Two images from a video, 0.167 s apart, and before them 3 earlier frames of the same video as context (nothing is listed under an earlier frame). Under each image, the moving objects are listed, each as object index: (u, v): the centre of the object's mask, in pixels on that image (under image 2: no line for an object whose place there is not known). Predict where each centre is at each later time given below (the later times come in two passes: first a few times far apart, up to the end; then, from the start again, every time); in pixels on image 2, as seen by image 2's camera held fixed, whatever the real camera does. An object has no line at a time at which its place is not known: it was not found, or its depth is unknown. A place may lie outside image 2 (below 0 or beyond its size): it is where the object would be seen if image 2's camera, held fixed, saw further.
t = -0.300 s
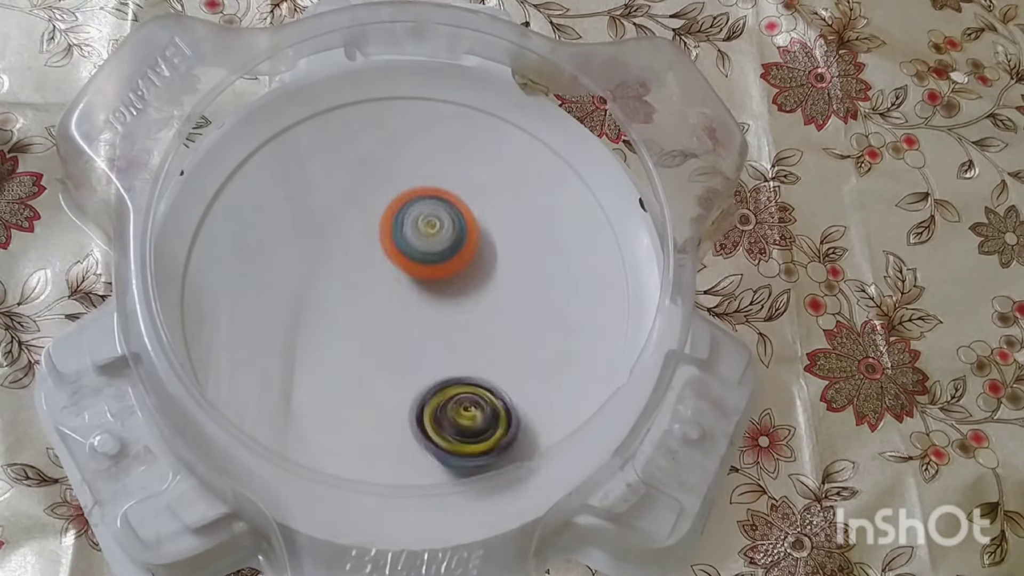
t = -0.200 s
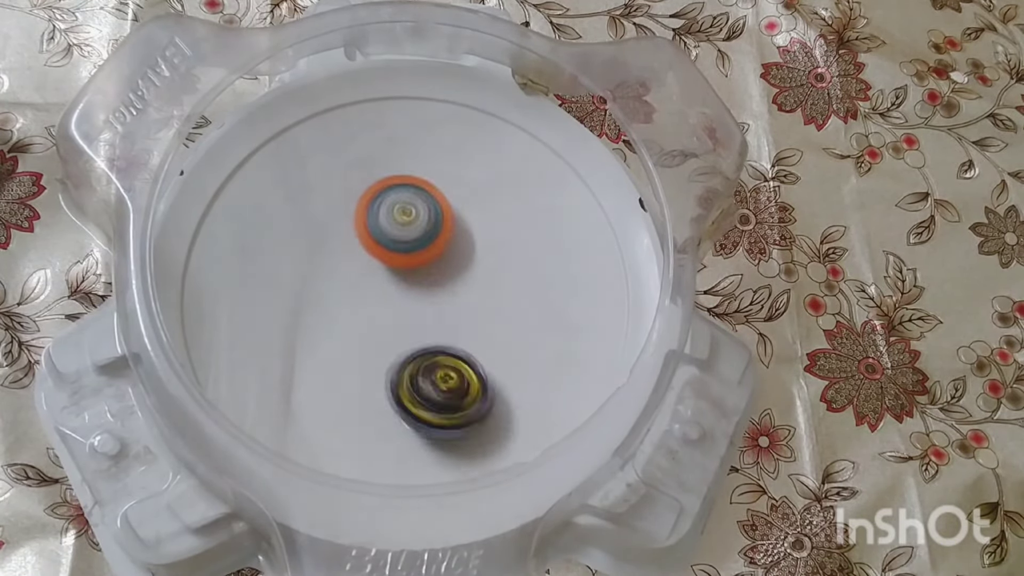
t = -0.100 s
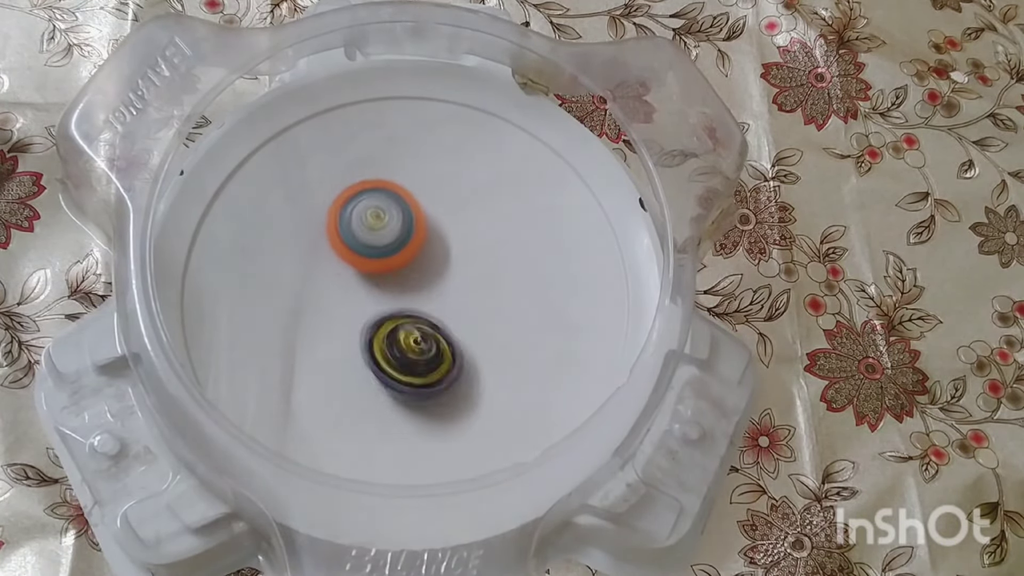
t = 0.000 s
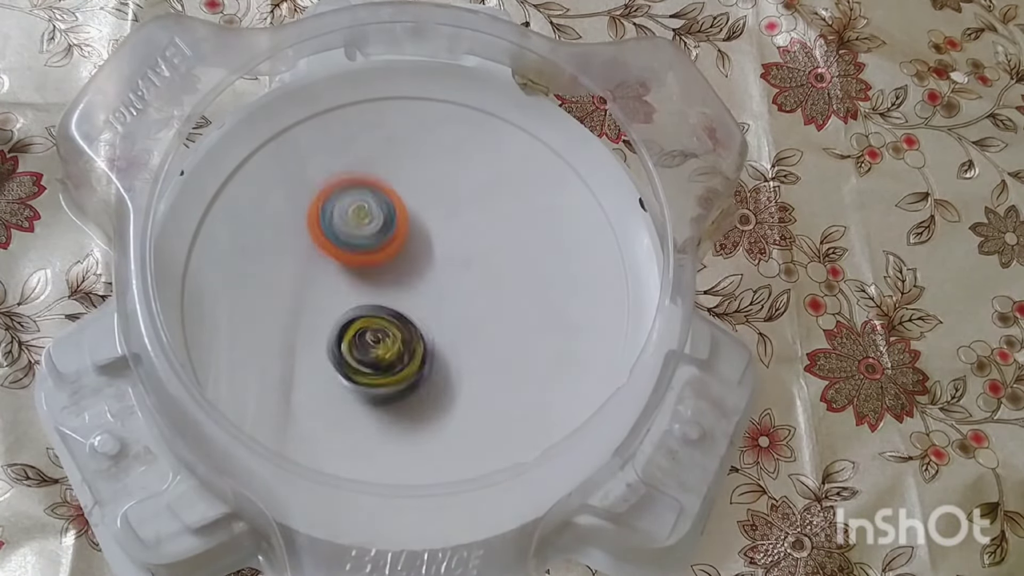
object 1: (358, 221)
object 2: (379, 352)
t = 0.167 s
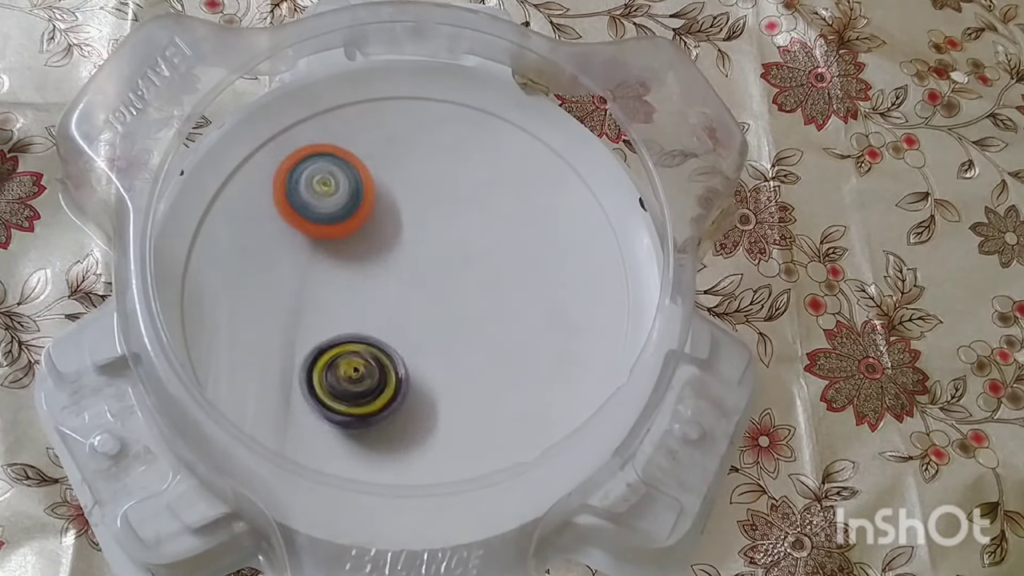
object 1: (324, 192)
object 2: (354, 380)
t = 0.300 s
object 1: (307, 218)
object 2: (348, 373)
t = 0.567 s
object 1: (391, 273)
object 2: (330, 390)
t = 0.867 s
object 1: (583, 218)
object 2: (334, 438)
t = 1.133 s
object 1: (512, 193)
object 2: (375, 393)
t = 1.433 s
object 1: (444, 296)
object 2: (401, 385)
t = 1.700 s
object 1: (456, 360)
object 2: (372, 418)
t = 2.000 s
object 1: (460, 393)
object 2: (342, 397)
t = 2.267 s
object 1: (427, 375)
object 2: (322, 352)
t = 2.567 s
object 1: (414, 326)
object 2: (307, 344)
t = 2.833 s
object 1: (392, 283)
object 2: (304, 343)
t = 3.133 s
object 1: (358, 269)
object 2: (304, 343)
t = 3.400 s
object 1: (361, 277)
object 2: (307, 343)
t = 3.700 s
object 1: (396, 289)
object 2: (307, 343)
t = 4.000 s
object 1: (435, 311)
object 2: (307, 343)
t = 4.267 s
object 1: (440, 322)
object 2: (308, 343)
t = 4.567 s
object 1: (414, 334)
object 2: (304, 343)
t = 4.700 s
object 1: (409, 337)
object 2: (302, 339)
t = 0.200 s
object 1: (318, 196)
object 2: (350, 380)
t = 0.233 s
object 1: (312, 202)
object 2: (350, 378)
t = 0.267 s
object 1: (309, 209)
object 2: (348, 377)
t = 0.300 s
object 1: (307, 218)
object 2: (348, 373)
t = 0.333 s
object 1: (307, 227)
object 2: (348, 370)
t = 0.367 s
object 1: (308, 238)
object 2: (348, 365)
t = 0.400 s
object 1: (312, 248)
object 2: (350, 359)
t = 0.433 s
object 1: (318, 259)
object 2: (352, 356)
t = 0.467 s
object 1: (325, 266)
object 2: (353, 350)
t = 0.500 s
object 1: (342, 267)
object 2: (346, 355)
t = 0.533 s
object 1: (365, 268)
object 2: (337, 377)
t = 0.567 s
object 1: (391, 273)
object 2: (330, 390)
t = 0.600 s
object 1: (419, 280)
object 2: (328, 399)
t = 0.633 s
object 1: (449, 283)
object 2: (326, 412)
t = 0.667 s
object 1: (479, 282)
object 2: (328, 420)
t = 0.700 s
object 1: (505, 277)
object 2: (330, 426)
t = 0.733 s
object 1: (529, 270)
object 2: (328, 430)
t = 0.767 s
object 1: (552, 257)
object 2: (329, 433)
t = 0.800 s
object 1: (568, 243)
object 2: (332, 436)
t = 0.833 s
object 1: (578, 230)
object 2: (332, 438)
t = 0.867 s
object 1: (583, 218)
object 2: (334, 438)
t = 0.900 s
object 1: (583, 205)
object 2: (336, 438)
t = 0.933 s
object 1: (580, 196)
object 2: (338, 436)
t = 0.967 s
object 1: (573, 188)
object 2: (344, 433)
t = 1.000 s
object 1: (565, 185)
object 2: (347, 430)
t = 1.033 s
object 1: (555, 183)
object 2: (352, 420)
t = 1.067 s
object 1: (542, 183)
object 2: (361, 413)
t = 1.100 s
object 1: (528, 186)
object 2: (366, 405)
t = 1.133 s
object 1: (512, 193)
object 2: (375, 393)
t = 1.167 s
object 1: (494, 206)
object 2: (384, 386)
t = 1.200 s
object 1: (477, 221)
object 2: (390, 377)
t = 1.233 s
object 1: (458, 244)
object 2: (400, 365)
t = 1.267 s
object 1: (444, 267)
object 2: (411, 355)
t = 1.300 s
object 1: (442, 275)
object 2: (405, 365)
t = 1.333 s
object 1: (444, 279)
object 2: (399, 377)
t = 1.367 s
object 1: (443, 285)
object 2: (396, 382)
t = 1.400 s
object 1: (444, 292)
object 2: (398, 384)
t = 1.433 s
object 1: (444, 296)
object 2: (401, 385)
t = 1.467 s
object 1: (443, 302)
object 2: (406, 384)
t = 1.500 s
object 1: (445, 306)
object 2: (405, 386)
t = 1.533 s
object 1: (446, 313)
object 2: (400, 390)
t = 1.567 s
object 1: (448, 321)
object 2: (392, 397)
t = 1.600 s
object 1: (450, 333)
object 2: (381, 407)
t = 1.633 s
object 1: (452, 343)
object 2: (377, 412)
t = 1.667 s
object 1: (454, 354)
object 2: (376, 415)
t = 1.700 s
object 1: (456, 360)
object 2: (372, 418)
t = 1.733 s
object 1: (459, 368)
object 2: (365, 420)
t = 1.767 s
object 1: (462, 373)
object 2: (355, 422)
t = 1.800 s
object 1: (463, 378)
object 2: (351, 421)
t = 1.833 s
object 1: (465, 384)
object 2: (347, 417)
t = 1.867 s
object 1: (465, 386)
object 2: (347, 415)
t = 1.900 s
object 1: (464, 390)
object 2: (345, 412)
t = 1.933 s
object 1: (464, 391)
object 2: (343, 407)
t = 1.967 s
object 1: (461, 392)
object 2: (343, 402)
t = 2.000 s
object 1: (460, 393)
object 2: (342, 397)
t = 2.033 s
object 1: (456, 392)
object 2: (340, 389)
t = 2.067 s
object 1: (451, 393)
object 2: (338, 381)
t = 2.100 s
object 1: (448, 390)
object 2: (336, 372)
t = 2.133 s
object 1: (441, 389)
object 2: (334, 366)
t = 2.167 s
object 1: (438, 385)
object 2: (332, 360)
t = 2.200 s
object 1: (432, 382)
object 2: (329, 357)
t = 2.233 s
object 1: (429, 380)
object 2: (325, 354)
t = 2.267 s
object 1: (427, 375)
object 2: (322, 352)
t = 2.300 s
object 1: (427, 373)
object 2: (319, 350)
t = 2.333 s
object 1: (428, 368)
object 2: (317, 348)
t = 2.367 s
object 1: (427, 363)
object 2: (315, 347)
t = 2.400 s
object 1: (426, 355)
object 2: (314, 347)
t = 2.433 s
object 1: (422, 349)
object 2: (314, 347)
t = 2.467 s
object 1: (420, 343)
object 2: (312, 346)
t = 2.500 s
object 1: (418, 337)
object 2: (310, 346)
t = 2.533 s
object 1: (417, 331)
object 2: (309, 345)
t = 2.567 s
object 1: (414, 326)
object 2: (307, 344)
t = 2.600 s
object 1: (413, 320)
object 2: (305, 343)
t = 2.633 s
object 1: (409, 315)
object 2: (304, 343)
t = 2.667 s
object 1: (408, 309)
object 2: (304, 343)
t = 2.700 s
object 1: (404, 304)
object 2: (304, 343)
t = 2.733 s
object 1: (403, 298)
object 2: (304, 343)
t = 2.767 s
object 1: (399, 293)
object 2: (304, 343)
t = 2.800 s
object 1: (396, 289)
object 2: (304, 343)
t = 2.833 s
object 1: (392, 283)
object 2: (304, 343)
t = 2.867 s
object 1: (389, 280)
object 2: (304, 343)
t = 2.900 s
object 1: (384, 276)
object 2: (304, 343)
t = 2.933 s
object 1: (380, 274)
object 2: (304, 343)
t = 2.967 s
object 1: (377, 270)
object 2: (304, 343)
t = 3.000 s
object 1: (372, 270)
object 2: (304, 343)
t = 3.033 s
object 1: (369, 268)
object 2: (304, 343)
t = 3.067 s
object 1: (364, 268)
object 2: (304, 343)
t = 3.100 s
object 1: (362, 267)
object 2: (304, 343)
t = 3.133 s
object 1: (358, 269)
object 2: (304, 343)
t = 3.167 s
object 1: (357, 269)
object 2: (304, 343)
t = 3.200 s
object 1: (354, 271)
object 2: (304, 343)
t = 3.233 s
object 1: (354, 273)
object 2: (304, 343)
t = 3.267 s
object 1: (354, 273)
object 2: (306, 344)
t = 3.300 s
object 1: (356, 274)
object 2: (307, 343)
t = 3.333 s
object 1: (357, 274)
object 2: (307, 343)
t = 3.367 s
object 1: (360, 276)
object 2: (307, 343)
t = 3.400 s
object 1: (361, 277)
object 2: (307, 343)
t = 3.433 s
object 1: (366, 278)
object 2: (307, 343)
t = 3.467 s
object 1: (367, 278)
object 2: (307, 343)
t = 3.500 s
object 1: (373, 278)
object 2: (308, 343)
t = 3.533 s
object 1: (375, 281)
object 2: (308, 343)
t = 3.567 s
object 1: (379, 281)
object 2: (308, 343)
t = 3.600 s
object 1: (382, 284)
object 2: (307, 343)
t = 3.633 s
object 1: (387, 285)
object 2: (307, 343)
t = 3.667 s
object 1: (391, 288)
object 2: (308, 343)
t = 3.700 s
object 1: (396, 289)
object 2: (307, 343)
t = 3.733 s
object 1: (401, 293)
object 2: (307, 343)
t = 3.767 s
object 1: (406, 295)
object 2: (307, 343)
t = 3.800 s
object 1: (411, 299)
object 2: (307, 343)
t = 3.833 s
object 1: (416, 300)
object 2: (307, 343)
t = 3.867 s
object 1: (421, 303)
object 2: (307, 343)
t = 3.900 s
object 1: (425, 303)
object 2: (307, 343)
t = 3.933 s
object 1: (429, 307)
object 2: (307, 343)
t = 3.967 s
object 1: (431, 308)
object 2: (308, 343)
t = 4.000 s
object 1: (435, 311)
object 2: (307, 343)
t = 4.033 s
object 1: (436, 312)
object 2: (307, 343)
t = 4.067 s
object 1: (439, 315)
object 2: (307, 343)
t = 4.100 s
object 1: (439, 315)
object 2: (308, 343)
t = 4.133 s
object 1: (441, 317)
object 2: (307, 343)
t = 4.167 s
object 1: (440, 319)
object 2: (307, 343)
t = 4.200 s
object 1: (441, 320)
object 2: (307, 343)
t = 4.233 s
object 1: (440, 322)
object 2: (307, 343)
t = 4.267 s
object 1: (440, 322)
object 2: (308, 343)
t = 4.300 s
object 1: (437, 324)
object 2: (307, 343)
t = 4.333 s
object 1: (436, 324)
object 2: (308, 343)
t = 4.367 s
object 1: (434, 327)
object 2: (308, 343)
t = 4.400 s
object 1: (430, 326)
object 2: (308, 343)
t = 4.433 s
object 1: (428, 329)
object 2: (307, 343)
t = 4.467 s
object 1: (423, 329)
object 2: (308, 343)
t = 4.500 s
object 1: (420, 331)
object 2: (308, 343)
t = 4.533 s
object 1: (414, 332)
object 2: (307, 343)
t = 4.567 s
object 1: (414, 334)
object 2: (304, 343)
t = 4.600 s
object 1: (412, 334)
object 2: (304, 341)
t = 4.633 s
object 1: (412, 335)
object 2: (301, 341)
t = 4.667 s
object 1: (409, 337)
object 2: (300, 341)
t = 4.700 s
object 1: (409, 337)
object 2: (302, 339)
